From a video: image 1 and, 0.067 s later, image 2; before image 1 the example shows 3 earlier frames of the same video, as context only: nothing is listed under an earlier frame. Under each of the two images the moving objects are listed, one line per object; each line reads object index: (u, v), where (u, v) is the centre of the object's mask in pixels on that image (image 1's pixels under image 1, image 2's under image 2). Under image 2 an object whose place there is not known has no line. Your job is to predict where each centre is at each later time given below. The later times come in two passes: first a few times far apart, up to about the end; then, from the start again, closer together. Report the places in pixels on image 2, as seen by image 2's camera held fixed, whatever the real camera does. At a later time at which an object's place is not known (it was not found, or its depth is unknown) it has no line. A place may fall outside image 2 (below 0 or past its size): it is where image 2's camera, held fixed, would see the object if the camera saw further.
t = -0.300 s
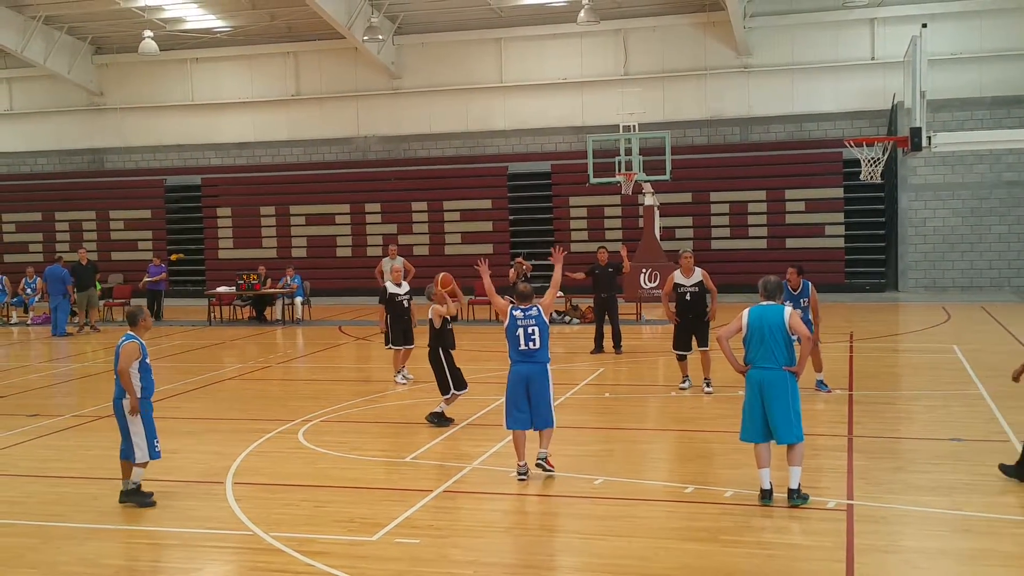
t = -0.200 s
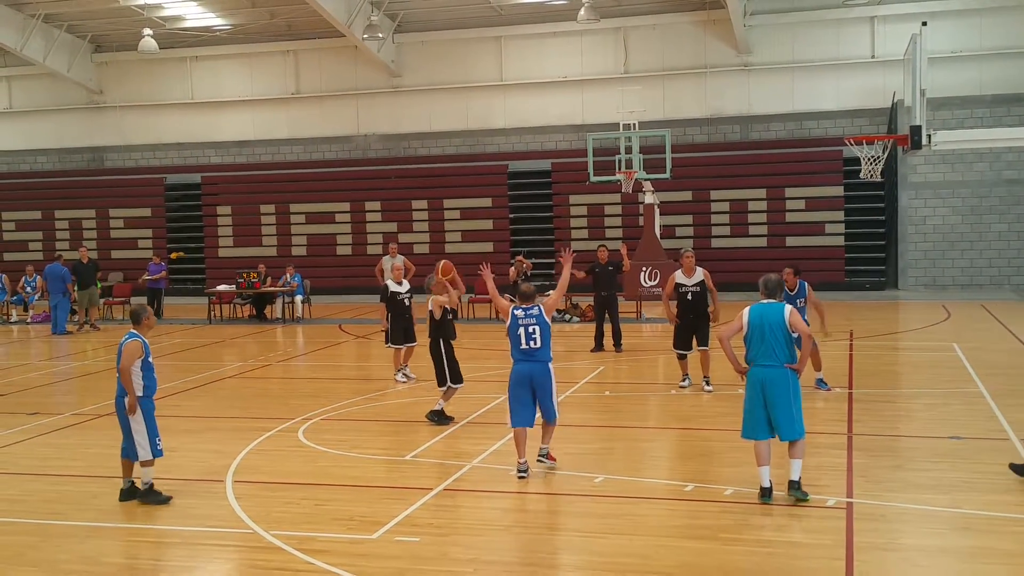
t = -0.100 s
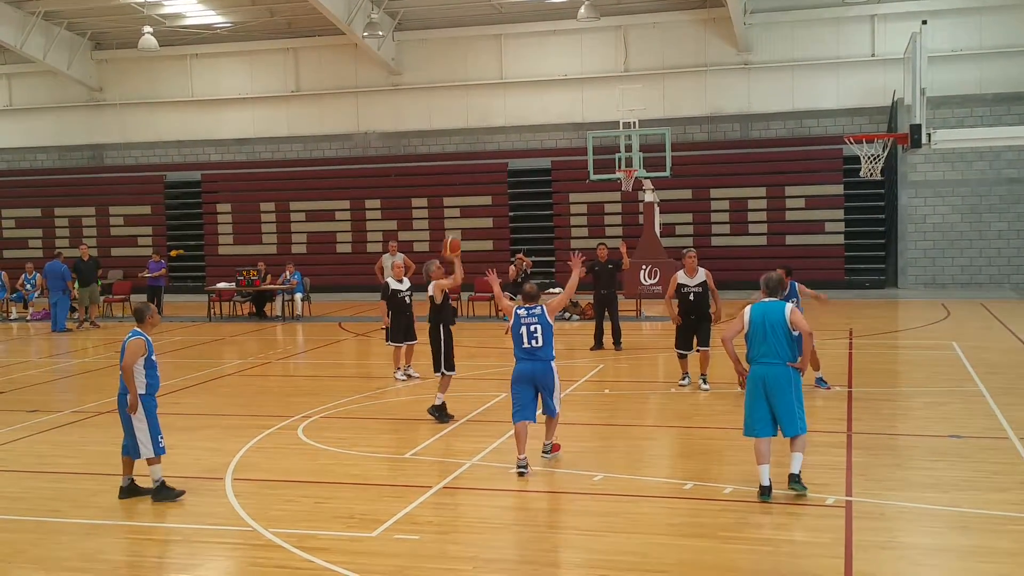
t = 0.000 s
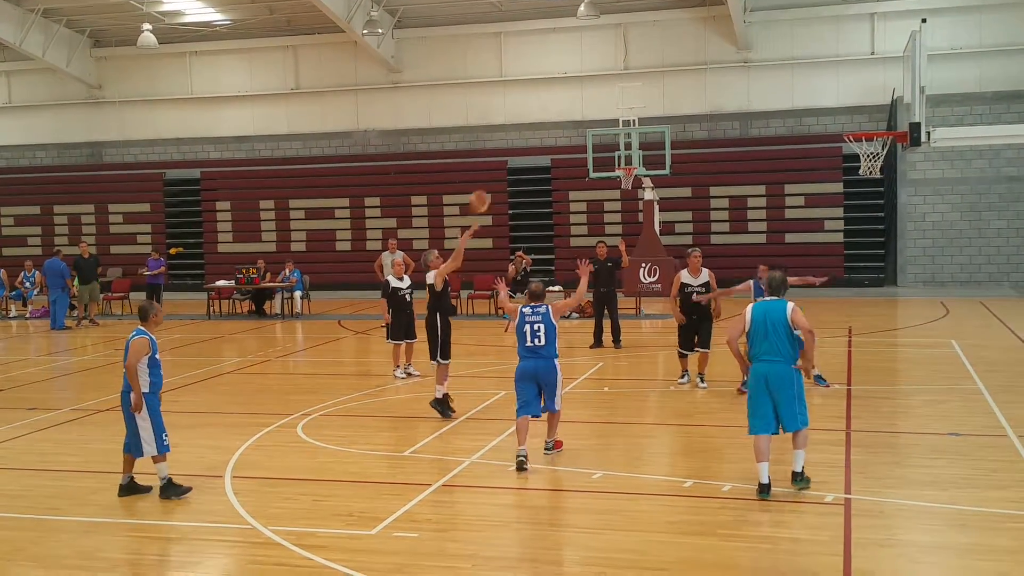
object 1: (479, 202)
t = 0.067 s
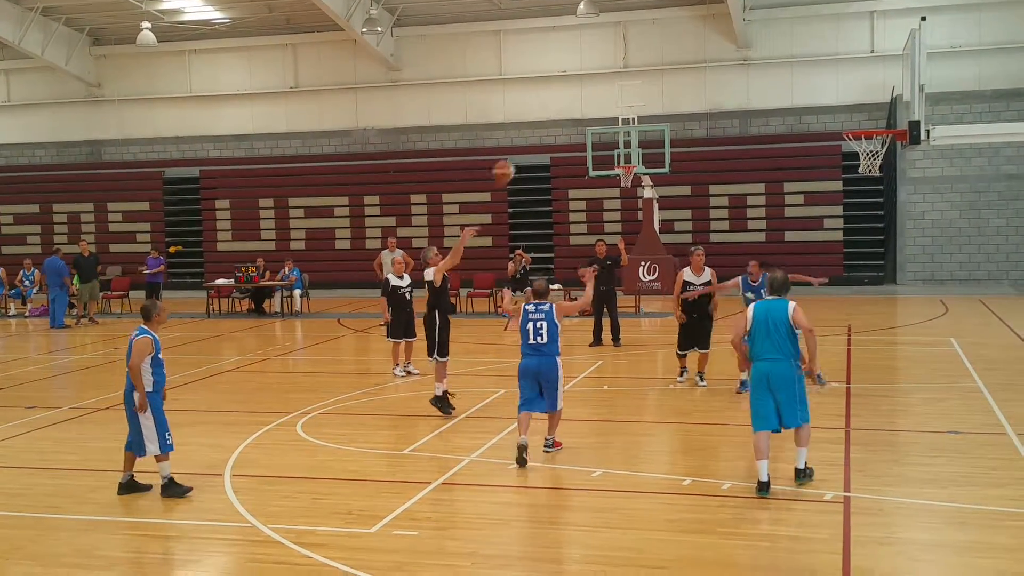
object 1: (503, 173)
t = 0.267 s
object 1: (583, 106)
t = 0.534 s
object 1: (695, 71)
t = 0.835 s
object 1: (831, 108)
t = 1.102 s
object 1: (877, 185)
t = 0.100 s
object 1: (516, 159)
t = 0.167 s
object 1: (543, 135)
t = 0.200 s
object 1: (556, 125)
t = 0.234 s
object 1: (569, 115)
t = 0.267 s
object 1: (583, 106)
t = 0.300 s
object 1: (596, 98)
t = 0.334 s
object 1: (610, 92)
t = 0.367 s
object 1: (624, 86)
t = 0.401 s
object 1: (638, 81)
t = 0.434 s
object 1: (651, 77)
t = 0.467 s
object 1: (666, 74)
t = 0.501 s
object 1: (680, 72)
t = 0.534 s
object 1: (695, 71)
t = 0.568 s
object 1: (709, 71)
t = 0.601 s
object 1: (724, 72)
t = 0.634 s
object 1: (739, 74)
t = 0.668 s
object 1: (754, 77)
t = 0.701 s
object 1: (769, 81)
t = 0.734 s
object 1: (784, 86)
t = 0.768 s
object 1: (800, 92)
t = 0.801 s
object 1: (815, 99)
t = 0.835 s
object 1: (831, 108)
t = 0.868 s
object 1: (847, 117)
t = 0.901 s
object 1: (863, 124)
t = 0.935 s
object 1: (879, 143)
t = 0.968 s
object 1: (886, 150)
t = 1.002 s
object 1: (883, 162)
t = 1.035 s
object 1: (882, 166)
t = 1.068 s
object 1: (879, 174)
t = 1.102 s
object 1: (877, 185)
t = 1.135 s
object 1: (875, 195)
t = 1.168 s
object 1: (873, 207)
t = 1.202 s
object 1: (871, 220)
